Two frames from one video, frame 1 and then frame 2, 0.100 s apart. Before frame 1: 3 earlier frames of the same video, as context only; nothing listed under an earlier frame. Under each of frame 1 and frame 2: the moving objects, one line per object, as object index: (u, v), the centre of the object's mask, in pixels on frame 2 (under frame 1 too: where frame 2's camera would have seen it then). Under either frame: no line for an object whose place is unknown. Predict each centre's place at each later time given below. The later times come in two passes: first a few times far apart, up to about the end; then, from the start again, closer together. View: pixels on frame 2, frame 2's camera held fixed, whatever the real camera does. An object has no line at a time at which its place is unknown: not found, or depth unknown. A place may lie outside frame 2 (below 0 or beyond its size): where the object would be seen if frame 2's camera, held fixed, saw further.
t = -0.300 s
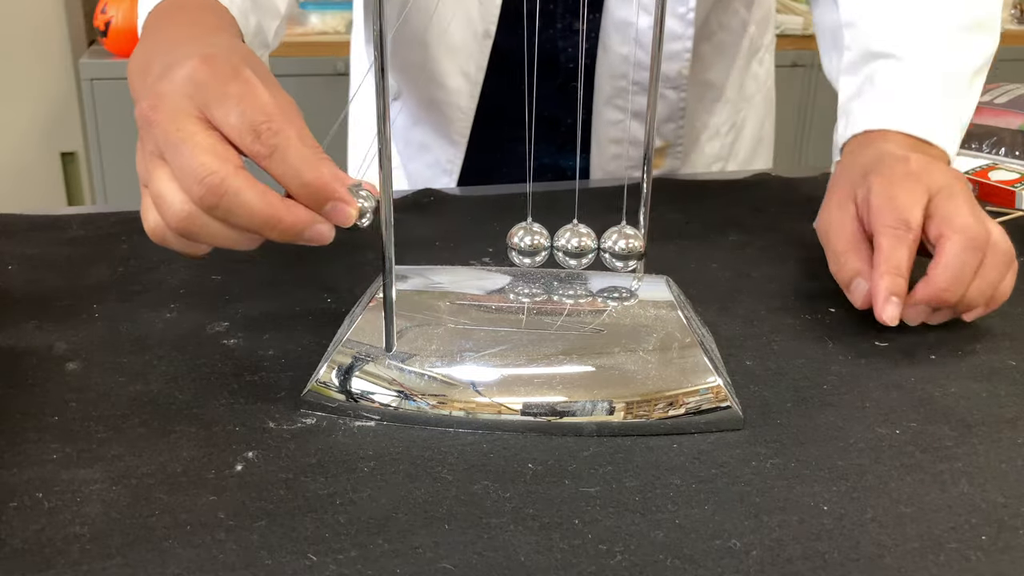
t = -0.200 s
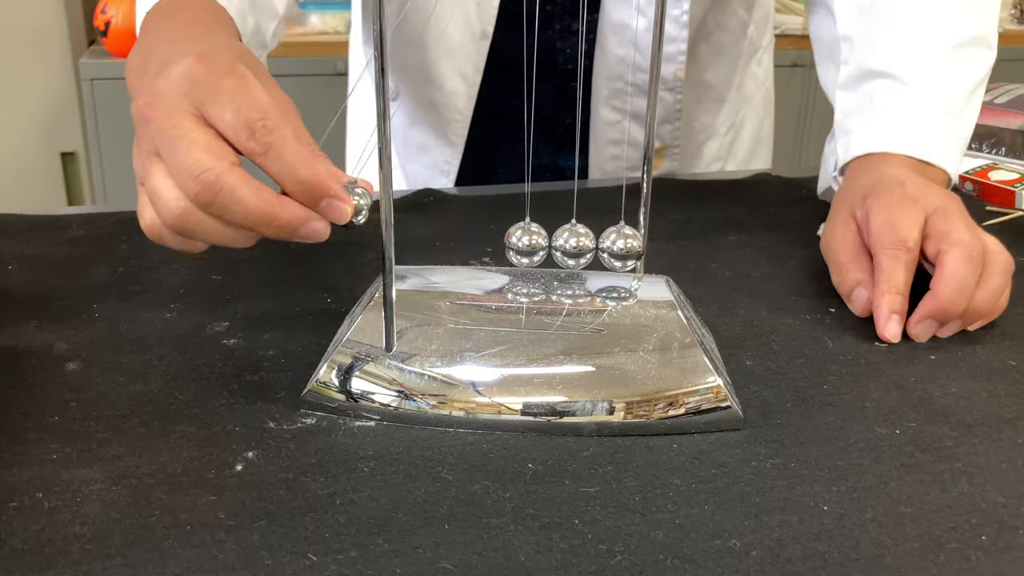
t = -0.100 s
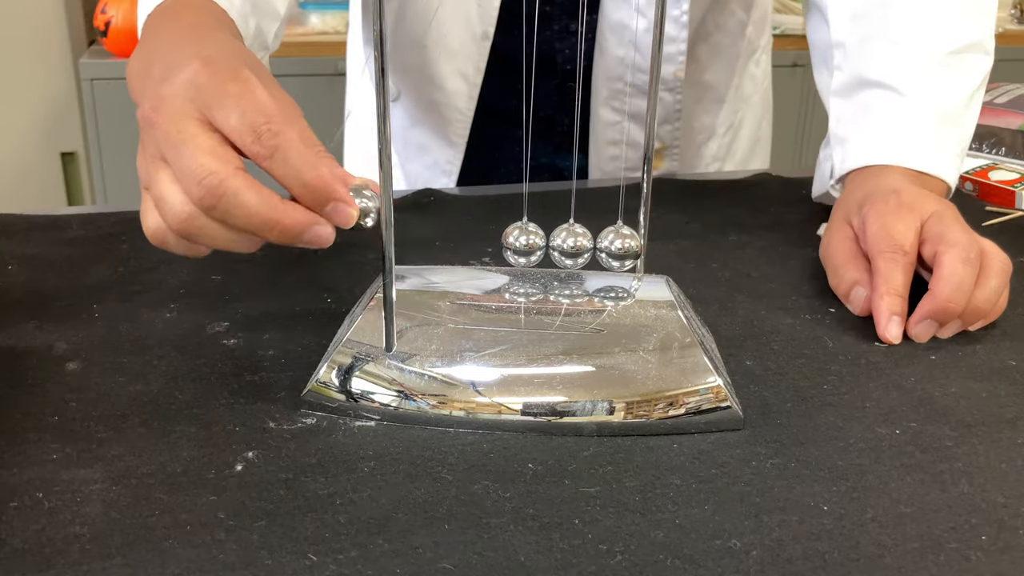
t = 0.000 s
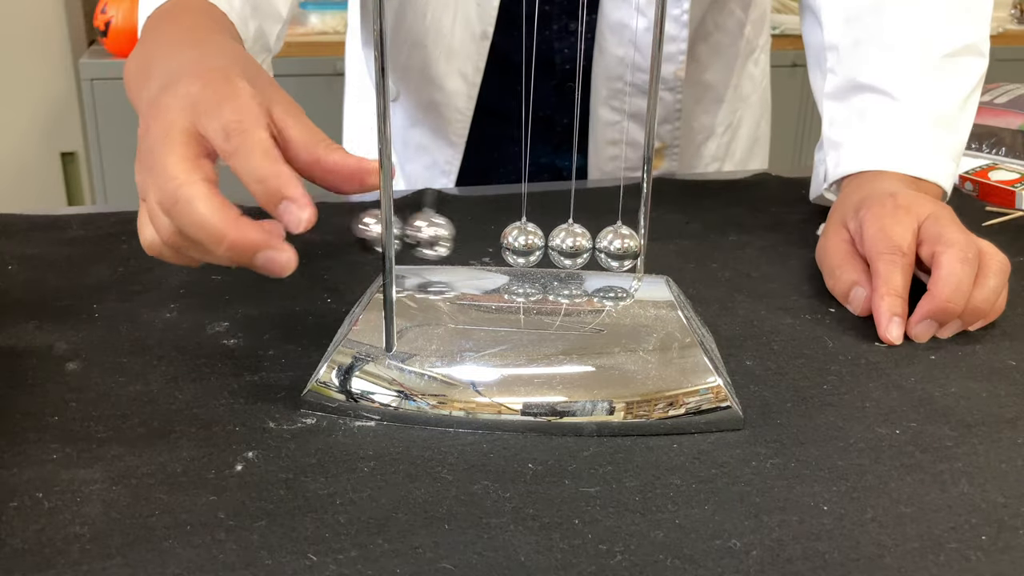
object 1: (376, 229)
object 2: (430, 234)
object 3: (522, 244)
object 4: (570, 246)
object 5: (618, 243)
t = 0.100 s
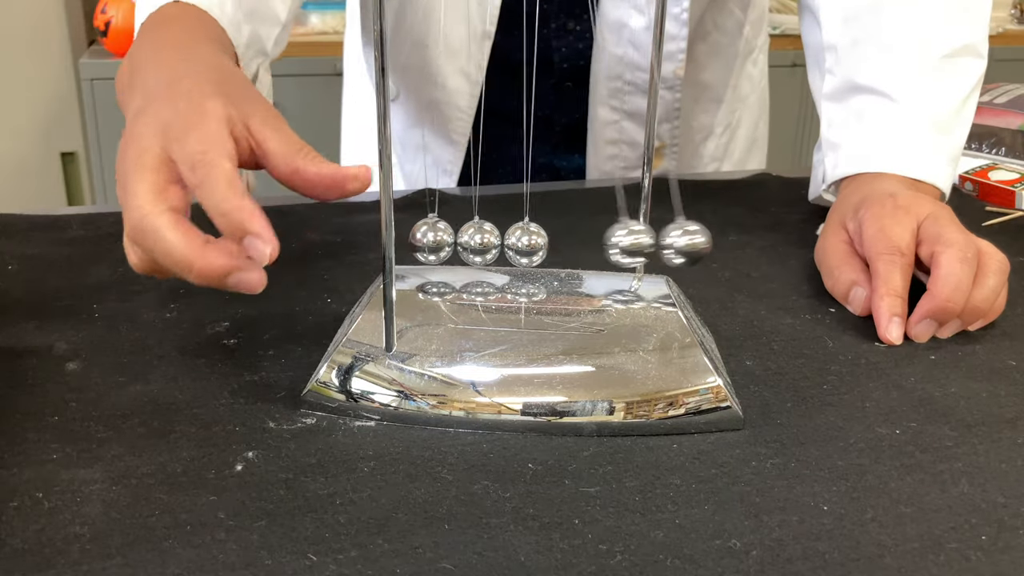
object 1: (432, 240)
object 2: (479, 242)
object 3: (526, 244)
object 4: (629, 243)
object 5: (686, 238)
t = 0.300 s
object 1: (434, 240)
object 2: (483, 243)
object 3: (532, 244)
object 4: (671, 232)
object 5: (723, 231)
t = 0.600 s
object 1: (314, 208)
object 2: (363, 210)
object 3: (518, 243)
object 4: (565, 246)
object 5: (618, 243)
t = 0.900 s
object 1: (437, 241)
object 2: (487, 243)
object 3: (534, 244)
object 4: (689, 226)
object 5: (743, 225)
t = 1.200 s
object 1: (342, 219)
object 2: (394, 222)
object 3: (517, 243)
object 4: (565, 245)
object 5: (613, 242)
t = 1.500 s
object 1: (437, 241)
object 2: (486, 243)
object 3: (533, 244)
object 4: (620, 243)
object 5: (673, 240)
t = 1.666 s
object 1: (437, 241)
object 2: (492, 243)
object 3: (539, 244)
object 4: (677, 231)
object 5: (730, 230)
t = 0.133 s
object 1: (433, 241)
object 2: (480, 242)
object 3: (527, 244)
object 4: (661, 236)
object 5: (718, 233)
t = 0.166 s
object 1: (434, 240)
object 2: (481, 242)
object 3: (529, 244)
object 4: (684, 228)
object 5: (740, 226)
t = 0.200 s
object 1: (434, 241)
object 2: (481, 243)
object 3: (530, 244)
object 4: (697, 224)
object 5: (752, 222)
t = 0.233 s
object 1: (434, 241)
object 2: (483, 242)
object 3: (531, 244)
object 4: (699, 223)
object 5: (753, 222)
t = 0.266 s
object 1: (434, 240)
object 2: (483, 242)
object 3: (532, 244)
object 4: (691, 226)
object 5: (743, 226)
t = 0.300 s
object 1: (434, 240)
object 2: (483, 243)
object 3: (532, 244)
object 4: (671, 232)
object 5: (723, 231)
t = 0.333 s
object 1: (433, 240)
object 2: (483, 242)
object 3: (532, 244)
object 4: (641, 241)
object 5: (694, 238)
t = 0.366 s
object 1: (433, 241)
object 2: (483, 242)
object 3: (531, 244)
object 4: (606, 245)
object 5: (658, 242)
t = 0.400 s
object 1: (428, 240)
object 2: (476, 242)
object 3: (526, 244)
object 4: (575, 245)
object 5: (624, 243)
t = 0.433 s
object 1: (395, 234)
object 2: (442, 238)
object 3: (525, 244)
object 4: (572, 245)
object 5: (621, 242)
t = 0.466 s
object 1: (358, 226)
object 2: (413, 229)
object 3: (524, 244)
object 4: (570, 246)
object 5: (618, 243)
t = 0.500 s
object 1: (335, 216)
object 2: (400, 221)
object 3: (521, 244)
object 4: (568, 245)
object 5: (618, 243)
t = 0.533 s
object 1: (318, 209)
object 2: (365, 213)
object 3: (520, 243)
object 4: (567, 245)
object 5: (617, 242)
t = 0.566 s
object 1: (311, 207)
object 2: (361, 208)
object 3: (519, 243)
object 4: (566, 245)
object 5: (617, 242)
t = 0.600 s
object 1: (314, 208)
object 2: (363, 210)
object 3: (518, 243)
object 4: (565, 246)
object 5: (618, 243)
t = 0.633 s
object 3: (518, 243)
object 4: (566, 246)
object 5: (618, 242)
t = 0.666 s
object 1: (351, 223)
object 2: (407, 227)
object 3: (519, 243)
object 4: (567, 245)
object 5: (619, 242)
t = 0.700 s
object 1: (379, 230)
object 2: (429, 235)
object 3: (521, 243)
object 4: (568, 246)
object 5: (620, 243)
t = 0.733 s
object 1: (417, 239)
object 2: (464, 242)
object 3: (522, 243)
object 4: (570, 245)
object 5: (621, 243)
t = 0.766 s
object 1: (432, 241)
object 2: (479, 243)
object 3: (528, 244)
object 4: (591, 245)
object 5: (643, 242)
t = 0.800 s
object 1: (435, 241)
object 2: (482, 242)
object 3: (529, 244)
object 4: (625, 243)
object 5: (678, 239)
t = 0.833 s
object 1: (437, 240)
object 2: (484, 242)
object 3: (531, 244)
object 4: (655, 237)
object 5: (709, 234)
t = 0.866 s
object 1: (438, 241)
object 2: (486, 243)
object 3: (533, 244)
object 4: (677, 231)
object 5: (731, 229)
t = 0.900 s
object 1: (437, 241)
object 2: (487, 243)
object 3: (534, 244)
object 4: (689, 226)
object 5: (743, 225)
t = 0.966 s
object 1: (436, 241)
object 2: (487, 243)
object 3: (535, 244)
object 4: (684, 229)
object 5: (737, 227)
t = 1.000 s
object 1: (435, 240)
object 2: (486, 243)
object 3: (535, 244)
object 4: (667, 234)
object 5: (719, 232)
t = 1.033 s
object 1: (433, 241)
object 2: (484, 242)
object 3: (533, 244)
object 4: (639, 240)
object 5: (691, 238)
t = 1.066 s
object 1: (431, 241)
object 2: (482, 243)
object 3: (531, 244)
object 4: (606, 245)
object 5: (657, 241)
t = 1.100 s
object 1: (429, 240)
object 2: (477, 243)
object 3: (525, 243)
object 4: (573, 246)
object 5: (623, 243)
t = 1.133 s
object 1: (401, 236)
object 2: (445, 239)
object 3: (521, 243)
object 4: (569, 245)
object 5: (619, 242)
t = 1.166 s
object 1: (363, 226)
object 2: (417, 231)
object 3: (520, 244)
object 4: (566, 245)
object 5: (616, 242)
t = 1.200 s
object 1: (342, 219)
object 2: (394, 222)
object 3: (517, 243)
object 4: (565, 245)
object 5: (613, 242)
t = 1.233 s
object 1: (325, 213)
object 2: (368, 215)
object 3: (516, 243)
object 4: (563, 245)
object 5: (613, 242)
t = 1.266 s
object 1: (319, 210)
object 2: (365, 212)
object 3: (515, 243)
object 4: (562, 245)
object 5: (614, 242)
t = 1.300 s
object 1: (322, 211)
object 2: (366, 212)
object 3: (515, 243)
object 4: (562, 245)
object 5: (615, 242)
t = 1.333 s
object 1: (334, 216)
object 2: (380, 218)
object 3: (515, 243)
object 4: (563, 245)
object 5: (617, 242)
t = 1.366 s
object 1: (355, 223)
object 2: (408, 229)
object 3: (517, 243)
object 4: (566, 245)
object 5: (619, 242)
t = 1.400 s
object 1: (381, 232)
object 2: (431, 236)
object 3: (520, 244)
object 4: (569, 245)
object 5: (621, 243)
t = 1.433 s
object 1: (416, 239)
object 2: (464, 241)
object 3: (522, 243)
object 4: (572, 246)
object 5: (624, 243)
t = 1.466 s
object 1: (433, 241)
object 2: (482, 243)
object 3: (532, 243)
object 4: (589, 245)
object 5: (640, 242)
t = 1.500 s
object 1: (437, 241)
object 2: (486, 243)
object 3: (533, 244)
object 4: (620, 243)
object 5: (673, 240)
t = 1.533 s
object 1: (440, 241)
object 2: (488, 242)
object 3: (537, 244)
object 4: (649, 239)
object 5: (702, 236)
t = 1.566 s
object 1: (441, 241)
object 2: (489, 243)
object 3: (539, 244)
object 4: (670, 233)
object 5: (723, 232)
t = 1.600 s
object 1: (440, 241)
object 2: (491, 243)
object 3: (540, 244)
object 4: (682, 229)
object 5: (735, 228)
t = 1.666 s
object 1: (437, 241)
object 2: (492, 243)
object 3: (539, 244)
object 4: (677, 231)
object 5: (730, 230)
